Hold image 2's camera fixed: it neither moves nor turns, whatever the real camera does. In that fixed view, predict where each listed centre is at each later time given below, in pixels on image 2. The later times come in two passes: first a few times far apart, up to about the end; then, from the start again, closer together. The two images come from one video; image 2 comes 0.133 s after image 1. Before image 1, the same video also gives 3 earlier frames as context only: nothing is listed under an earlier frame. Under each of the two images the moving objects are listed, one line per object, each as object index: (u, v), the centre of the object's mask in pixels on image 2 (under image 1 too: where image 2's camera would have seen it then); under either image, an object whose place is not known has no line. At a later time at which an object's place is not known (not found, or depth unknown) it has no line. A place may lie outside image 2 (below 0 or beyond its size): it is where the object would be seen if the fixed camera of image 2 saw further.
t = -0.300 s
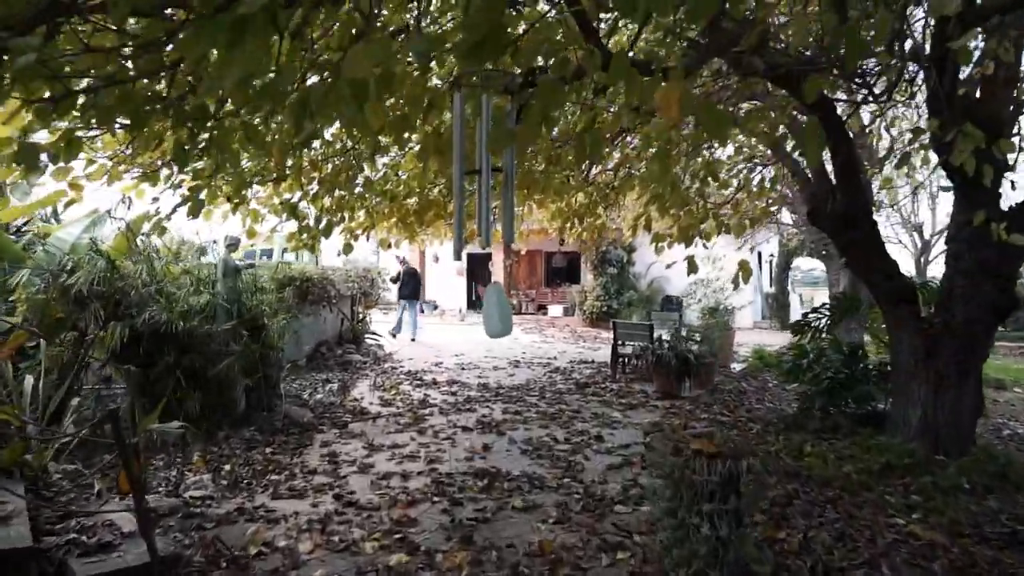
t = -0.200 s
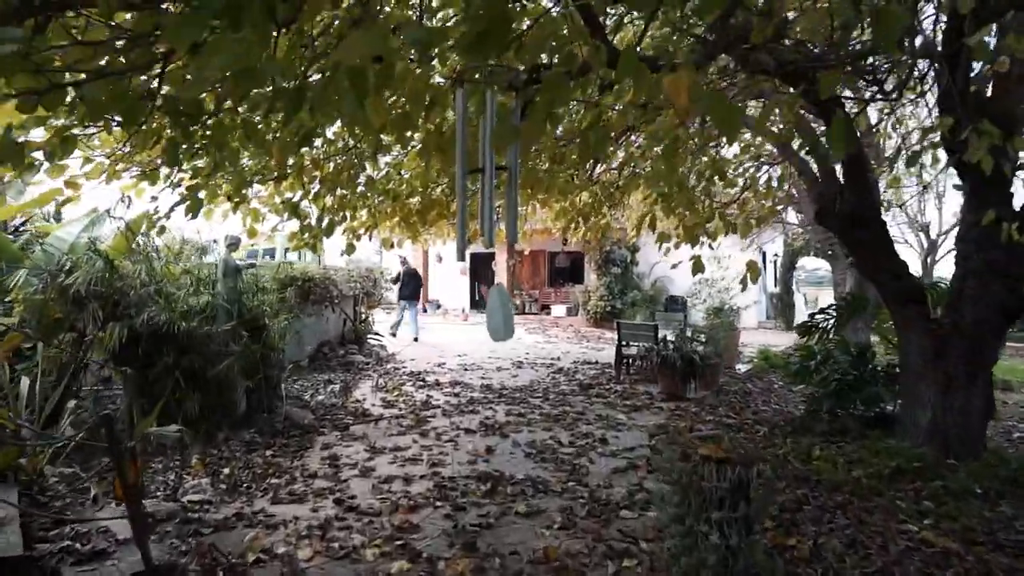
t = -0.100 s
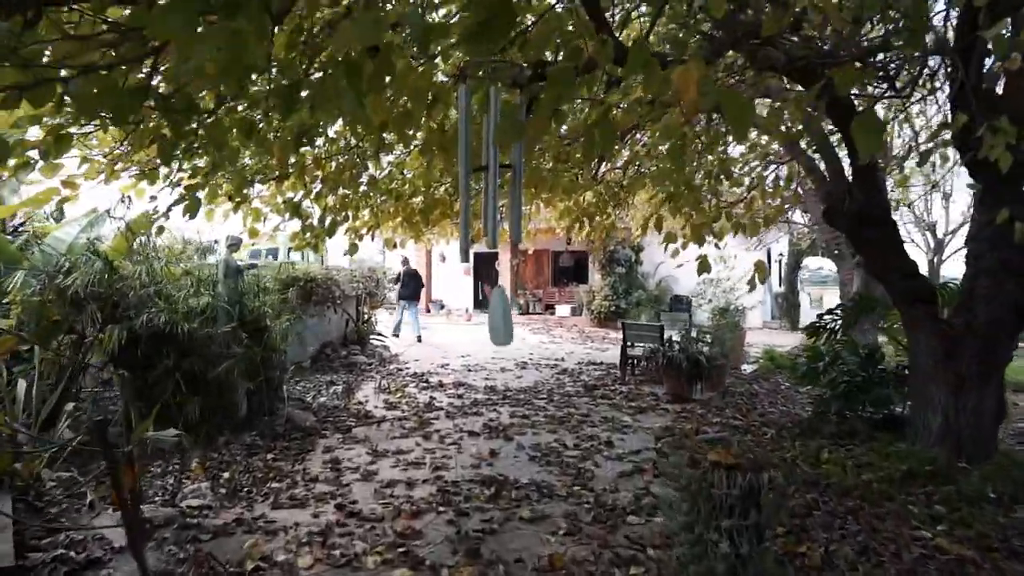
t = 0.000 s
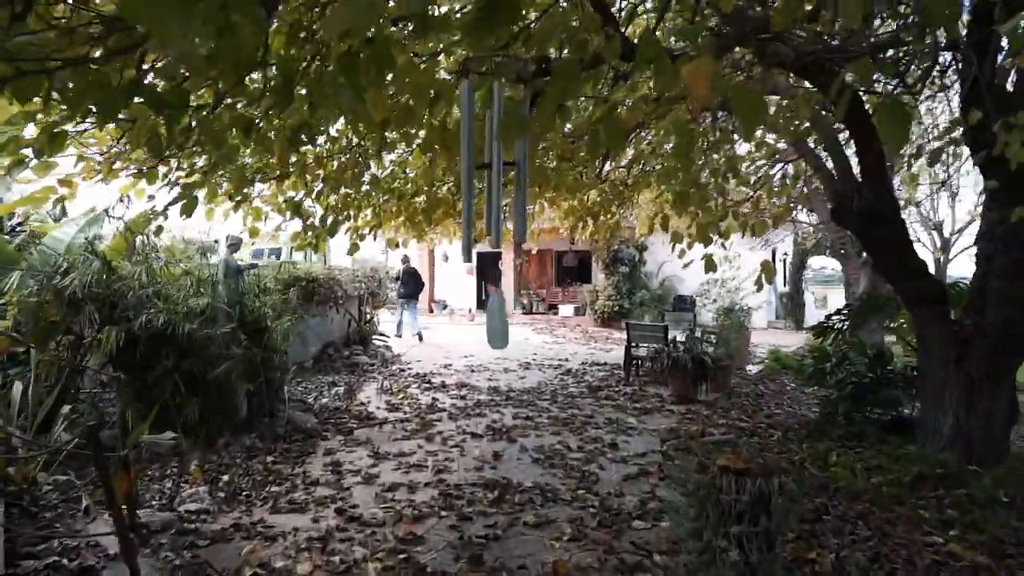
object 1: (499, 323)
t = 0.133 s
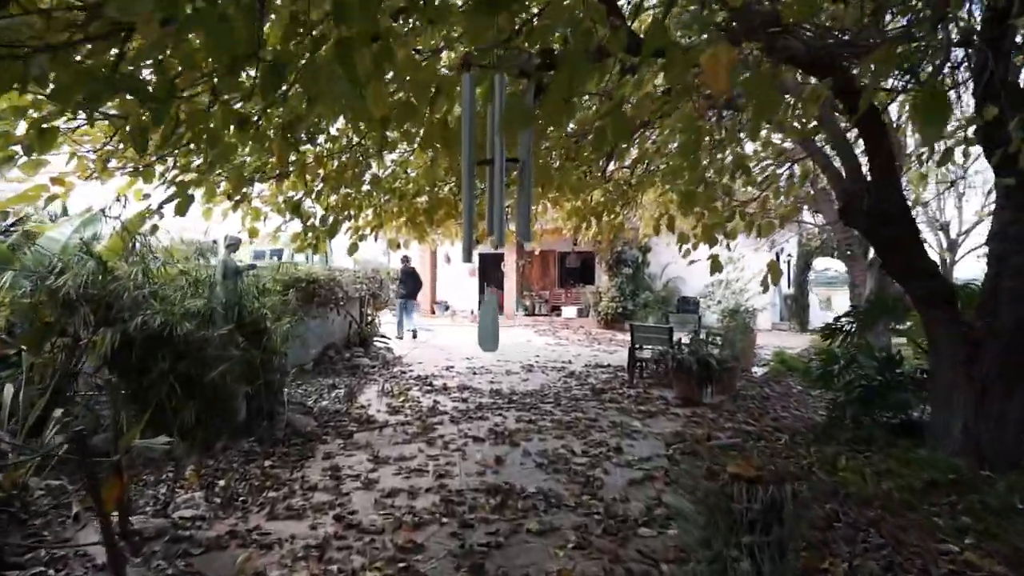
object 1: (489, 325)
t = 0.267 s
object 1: (477, 321)
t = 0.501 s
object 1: (463, 319)
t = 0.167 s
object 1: (485, 323)
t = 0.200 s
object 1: (483, 322)
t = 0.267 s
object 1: (477, 321)
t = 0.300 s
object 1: (474, 321)
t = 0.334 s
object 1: (472, 320)
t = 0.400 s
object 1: (468, 319)
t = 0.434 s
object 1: (466, 319)
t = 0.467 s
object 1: (464, 319)
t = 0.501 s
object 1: (463, 319)
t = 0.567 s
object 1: (461, 320)
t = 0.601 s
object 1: (460, 320)
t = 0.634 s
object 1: (460, 320)
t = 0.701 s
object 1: (460, 321)
